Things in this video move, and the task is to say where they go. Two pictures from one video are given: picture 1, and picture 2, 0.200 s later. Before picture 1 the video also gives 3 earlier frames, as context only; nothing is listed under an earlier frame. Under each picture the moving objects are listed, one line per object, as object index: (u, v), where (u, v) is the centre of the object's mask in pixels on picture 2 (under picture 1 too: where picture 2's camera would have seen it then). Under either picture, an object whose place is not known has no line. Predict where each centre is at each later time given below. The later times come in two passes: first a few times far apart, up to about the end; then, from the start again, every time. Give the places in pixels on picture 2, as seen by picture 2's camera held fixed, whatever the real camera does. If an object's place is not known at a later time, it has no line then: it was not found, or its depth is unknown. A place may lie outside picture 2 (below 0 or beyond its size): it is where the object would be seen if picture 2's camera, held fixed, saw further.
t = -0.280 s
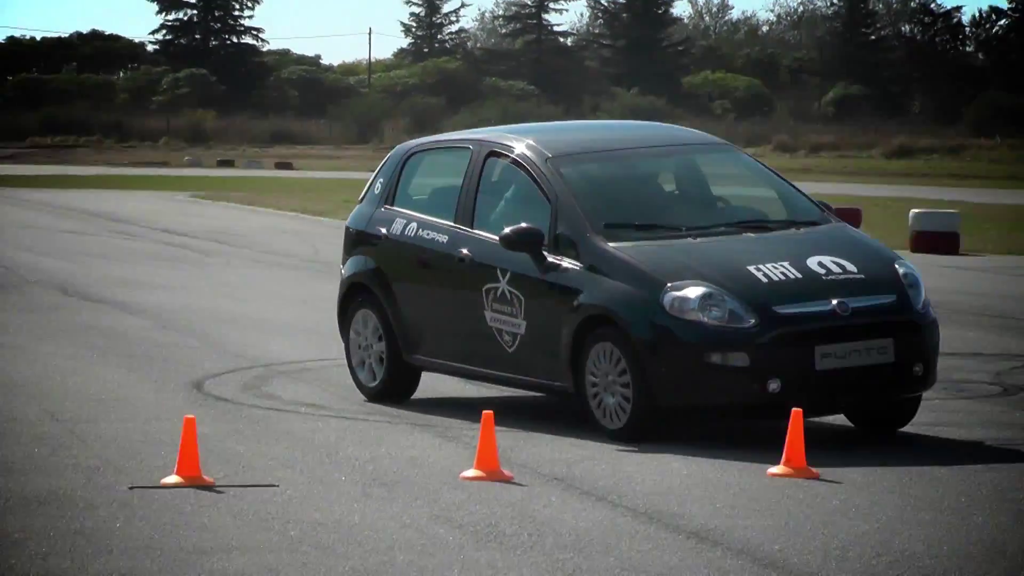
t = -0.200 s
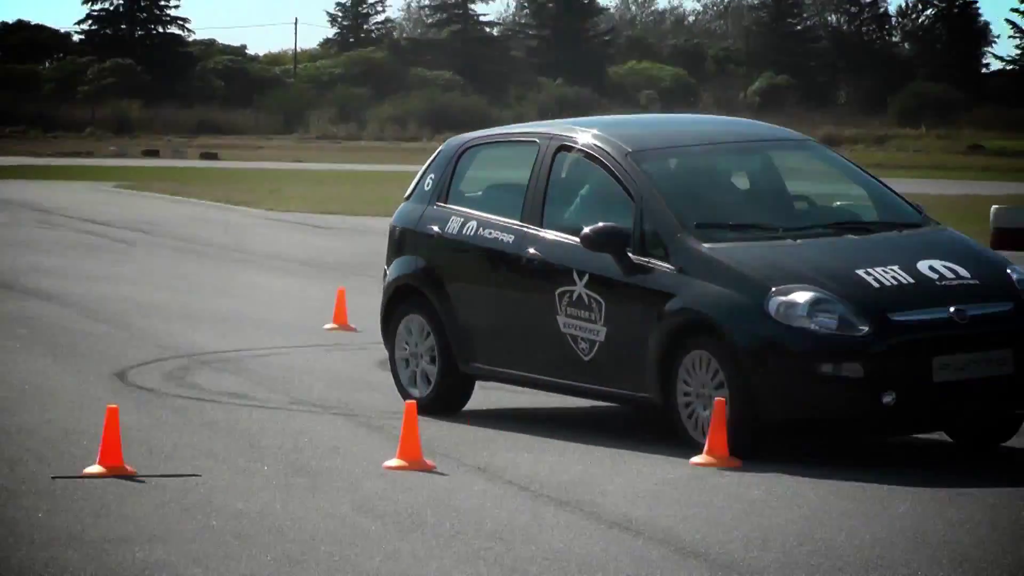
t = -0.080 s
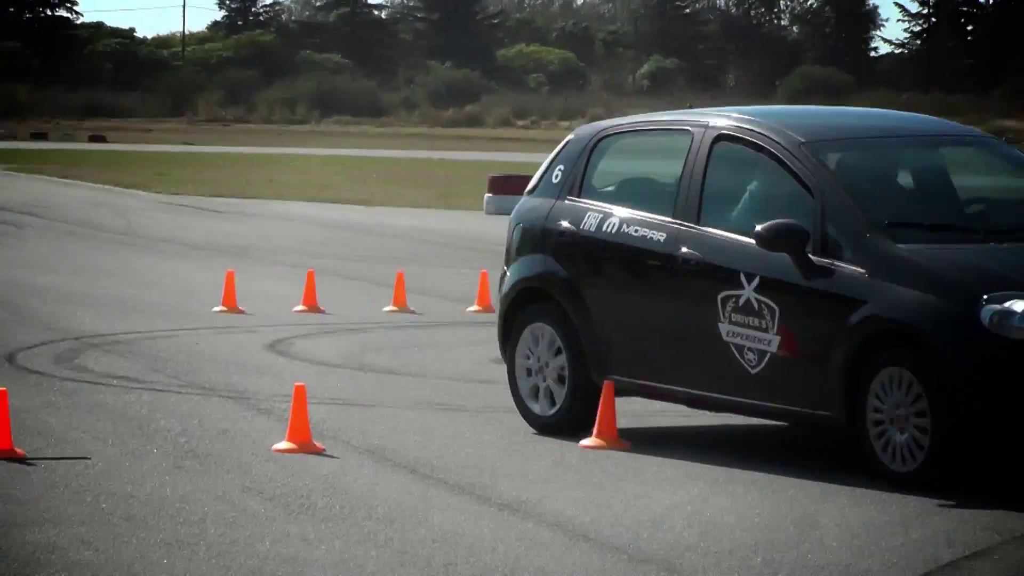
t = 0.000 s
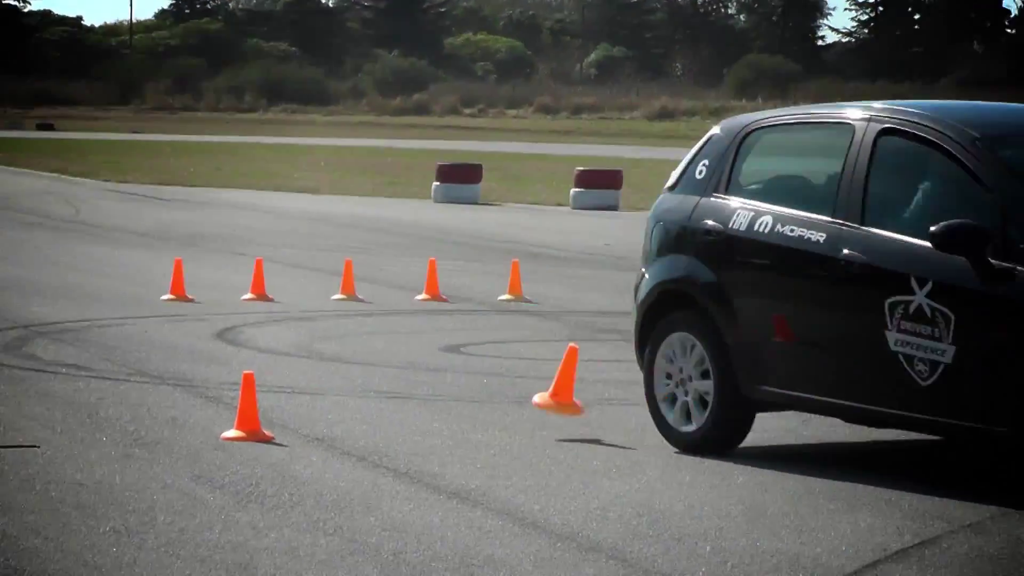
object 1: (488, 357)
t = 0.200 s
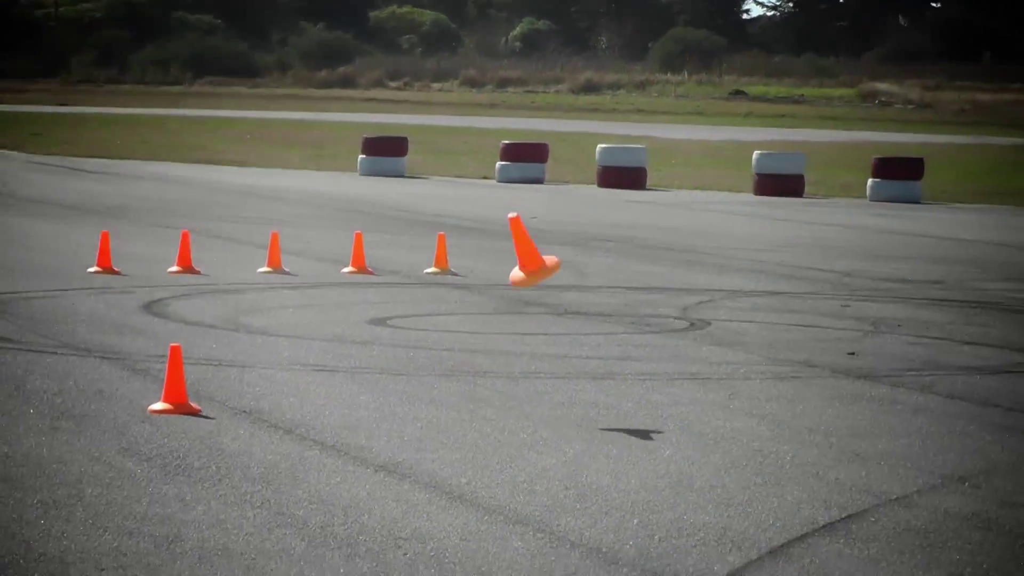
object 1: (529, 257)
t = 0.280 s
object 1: (545, 238)
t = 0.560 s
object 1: (599, 288)
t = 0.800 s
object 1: (669, 391)
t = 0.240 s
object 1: (537, 246)
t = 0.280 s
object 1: (545, 238)
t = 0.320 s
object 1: (554, 235)
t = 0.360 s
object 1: (562, 234)
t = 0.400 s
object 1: (569, 238)
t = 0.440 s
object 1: (577, 245)
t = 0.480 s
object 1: (584, 256)
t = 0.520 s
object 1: (592, 271)
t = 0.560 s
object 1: (599, 288)
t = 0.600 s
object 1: (608, 310)
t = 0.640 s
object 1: (618, 334)
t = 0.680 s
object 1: (629, 361)
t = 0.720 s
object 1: (640, 389)
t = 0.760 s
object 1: (658, 403)
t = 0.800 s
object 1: (669, 391)
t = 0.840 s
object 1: (679, 382)
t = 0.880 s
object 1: (690, 376)
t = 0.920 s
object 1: (700, 374)
